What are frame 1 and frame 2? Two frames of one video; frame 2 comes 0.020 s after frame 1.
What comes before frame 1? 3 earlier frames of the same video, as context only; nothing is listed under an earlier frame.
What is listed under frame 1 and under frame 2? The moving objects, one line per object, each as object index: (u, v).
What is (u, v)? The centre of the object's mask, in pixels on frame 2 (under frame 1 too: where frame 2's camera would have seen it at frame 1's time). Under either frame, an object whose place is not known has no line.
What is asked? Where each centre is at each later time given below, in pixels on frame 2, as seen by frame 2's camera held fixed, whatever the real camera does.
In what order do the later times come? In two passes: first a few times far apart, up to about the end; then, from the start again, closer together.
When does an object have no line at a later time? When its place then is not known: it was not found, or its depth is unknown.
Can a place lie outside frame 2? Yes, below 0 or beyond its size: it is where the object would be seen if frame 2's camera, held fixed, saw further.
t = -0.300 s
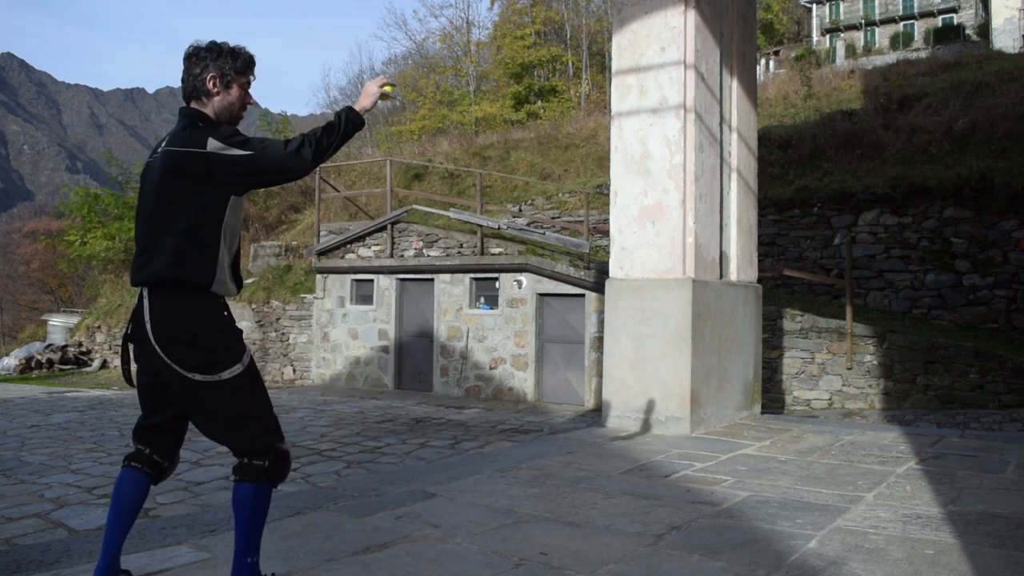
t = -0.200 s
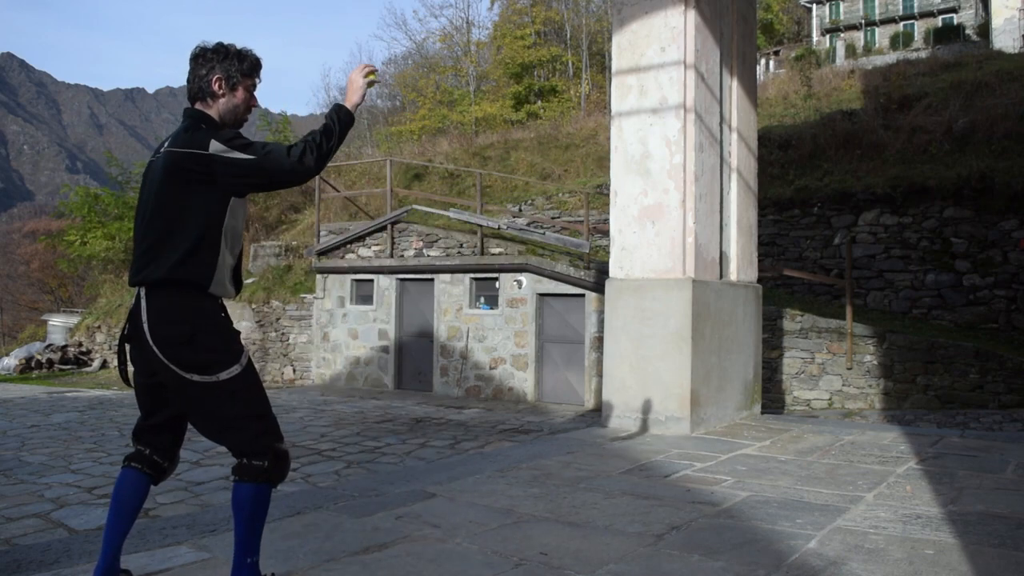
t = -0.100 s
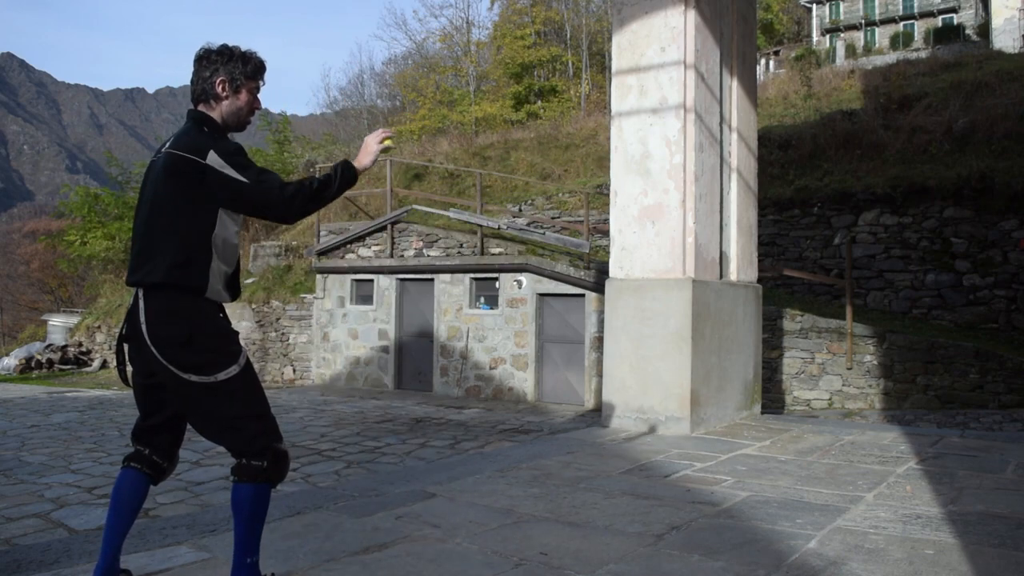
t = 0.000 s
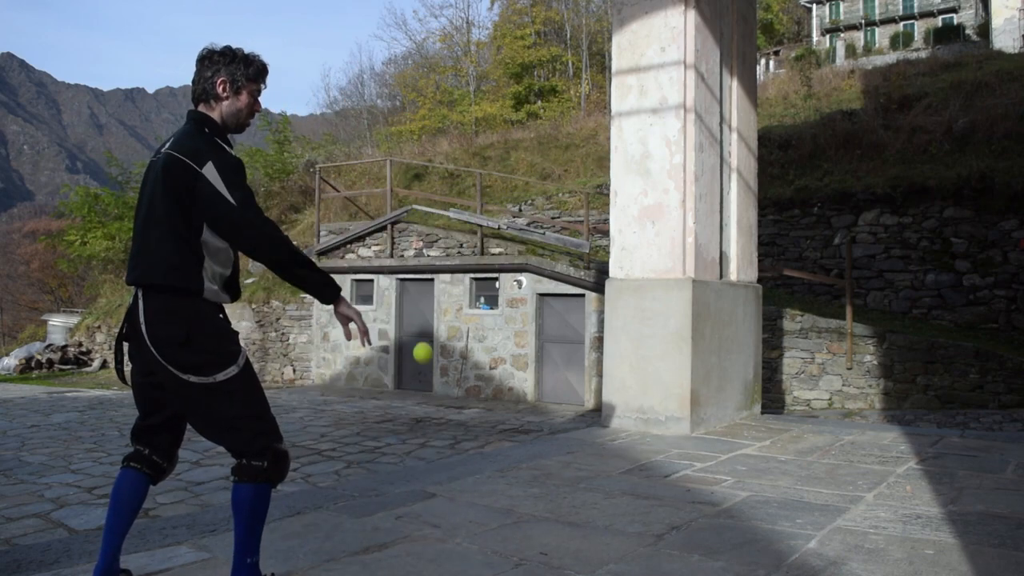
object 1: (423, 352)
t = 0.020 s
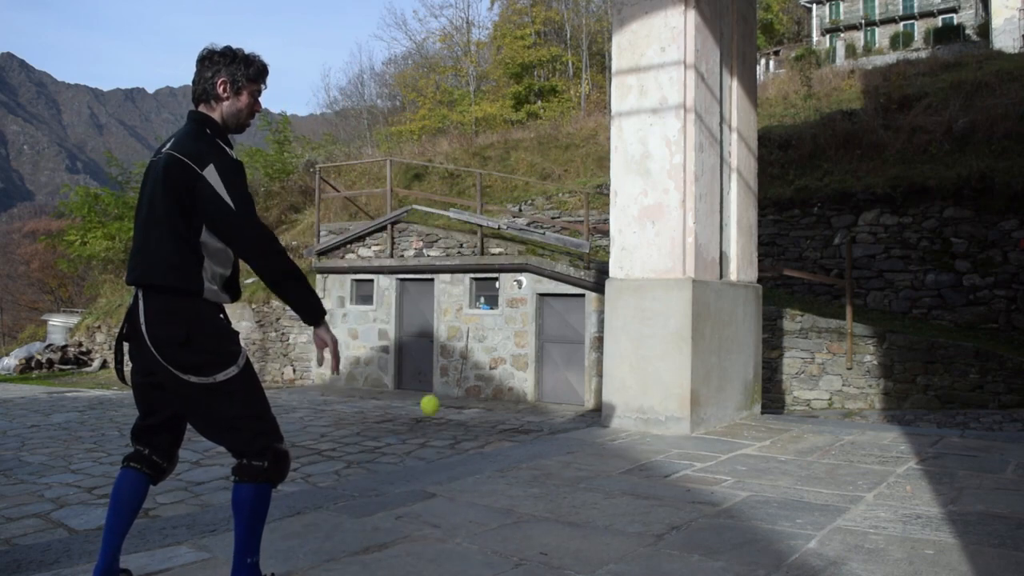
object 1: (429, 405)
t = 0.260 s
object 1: (462, 312)
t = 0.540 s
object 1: (474, 52)
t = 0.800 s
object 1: (484, 4)
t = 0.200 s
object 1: (458, 396)
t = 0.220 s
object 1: (459, 367)
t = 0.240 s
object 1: (460, 339)
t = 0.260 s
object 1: (462, 312)
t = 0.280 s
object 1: (462, 286)
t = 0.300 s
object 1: (463, 262)
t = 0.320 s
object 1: (464, 238)
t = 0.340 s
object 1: (465, 215)
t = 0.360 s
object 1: (466, 194)
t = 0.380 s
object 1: (467, 174)
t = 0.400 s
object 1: (468, 155)
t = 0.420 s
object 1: (469, 137)
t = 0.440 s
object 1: (469, 120)
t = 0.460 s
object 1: (471, 104)
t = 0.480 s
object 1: (471, 90)
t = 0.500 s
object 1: (473, 76)
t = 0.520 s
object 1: (474, 64)
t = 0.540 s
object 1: (474, 52)
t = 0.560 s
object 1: (475, 42)
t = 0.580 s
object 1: (476, 33)
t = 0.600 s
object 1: (477, 25)
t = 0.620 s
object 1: (478, 18)
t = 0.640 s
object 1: (479, 12)
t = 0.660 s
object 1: (480, 7)
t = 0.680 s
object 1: (480, 5)
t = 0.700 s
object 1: (481, 4)
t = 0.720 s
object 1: (482, 3)
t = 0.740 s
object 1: (482, 3)
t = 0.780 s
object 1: (484, 3)
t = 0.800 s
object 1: (484, 4)
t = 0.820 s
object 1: (485, 6)
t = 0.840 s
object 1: (486, 8)
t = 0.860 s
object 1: (486, 13)
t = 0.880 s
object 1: (487, 20)
